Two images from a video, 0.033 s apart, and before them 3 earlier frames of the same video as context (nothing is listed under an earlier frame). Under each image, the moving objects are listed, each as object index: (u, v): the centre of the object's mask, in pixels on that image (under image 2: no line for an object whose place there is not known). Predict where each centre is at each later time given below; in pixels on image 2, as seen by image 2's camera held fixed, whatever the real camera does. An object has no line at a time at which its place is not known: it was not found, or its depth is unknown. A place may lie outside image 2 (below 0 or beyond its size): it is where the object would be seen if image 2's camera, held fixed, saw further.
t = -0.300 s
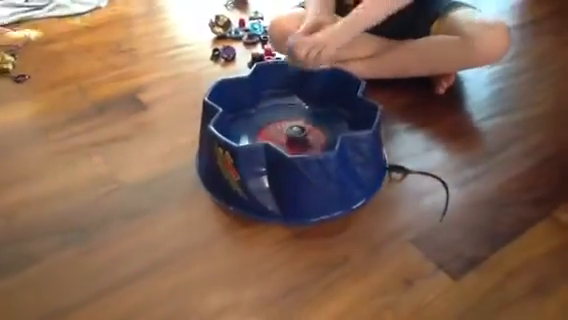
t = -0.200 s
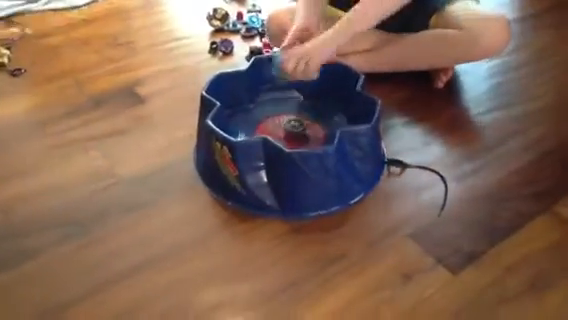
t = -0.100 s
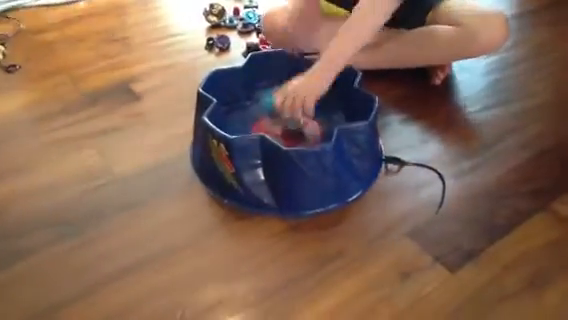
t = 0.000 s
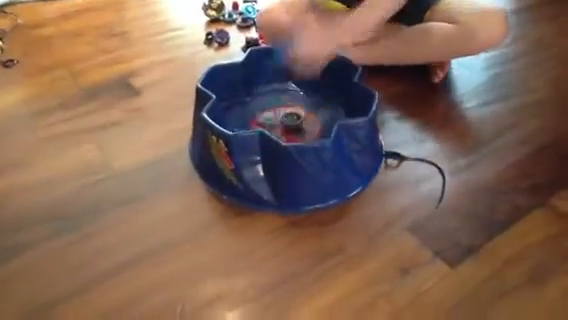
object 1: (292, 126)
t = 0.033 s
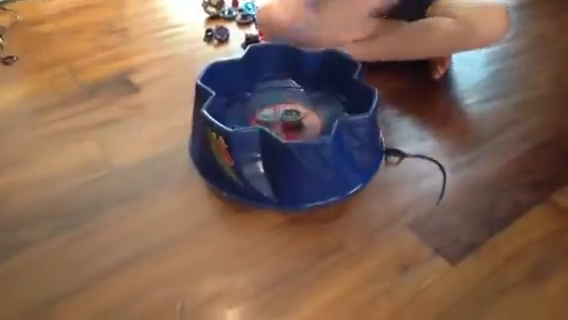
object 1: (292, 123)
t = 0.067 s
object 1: (292, 123)
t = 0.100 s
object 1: (292, 123)
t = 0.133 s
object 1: (293, 118)
